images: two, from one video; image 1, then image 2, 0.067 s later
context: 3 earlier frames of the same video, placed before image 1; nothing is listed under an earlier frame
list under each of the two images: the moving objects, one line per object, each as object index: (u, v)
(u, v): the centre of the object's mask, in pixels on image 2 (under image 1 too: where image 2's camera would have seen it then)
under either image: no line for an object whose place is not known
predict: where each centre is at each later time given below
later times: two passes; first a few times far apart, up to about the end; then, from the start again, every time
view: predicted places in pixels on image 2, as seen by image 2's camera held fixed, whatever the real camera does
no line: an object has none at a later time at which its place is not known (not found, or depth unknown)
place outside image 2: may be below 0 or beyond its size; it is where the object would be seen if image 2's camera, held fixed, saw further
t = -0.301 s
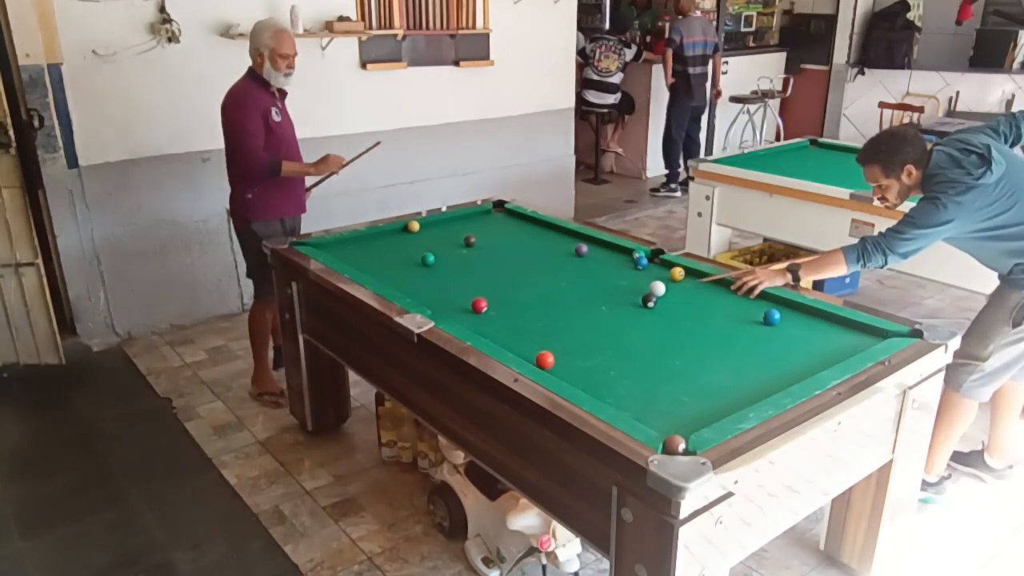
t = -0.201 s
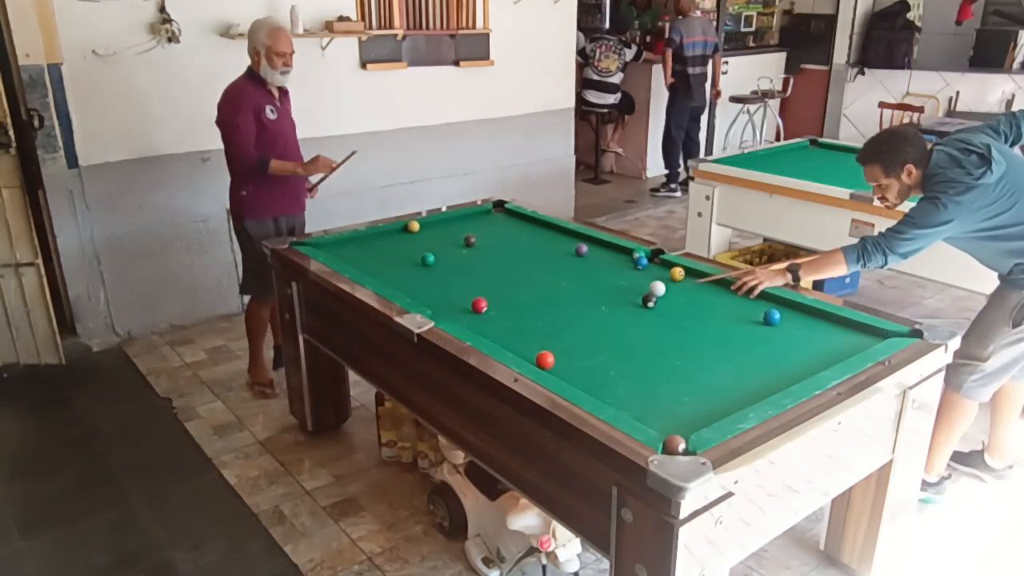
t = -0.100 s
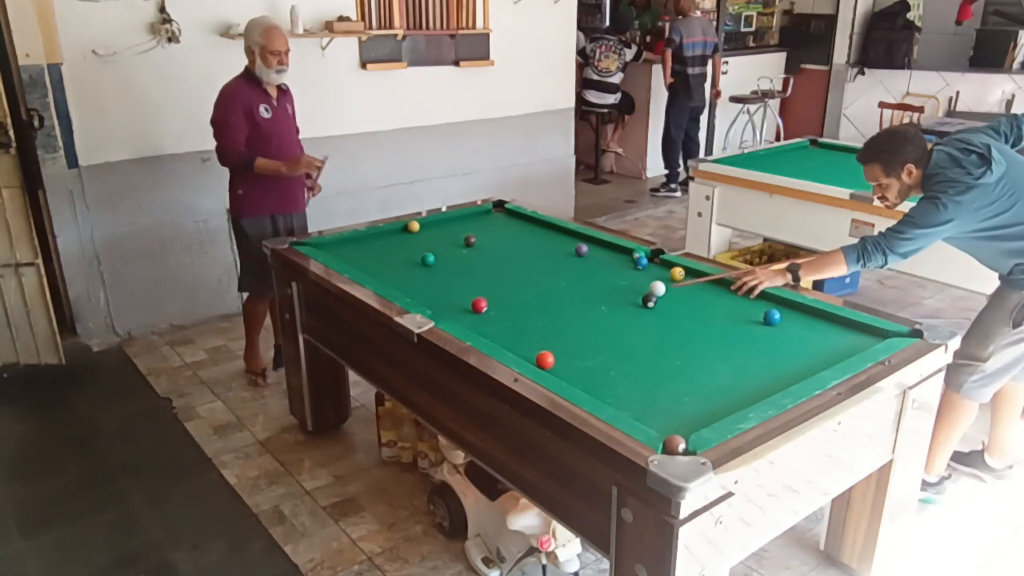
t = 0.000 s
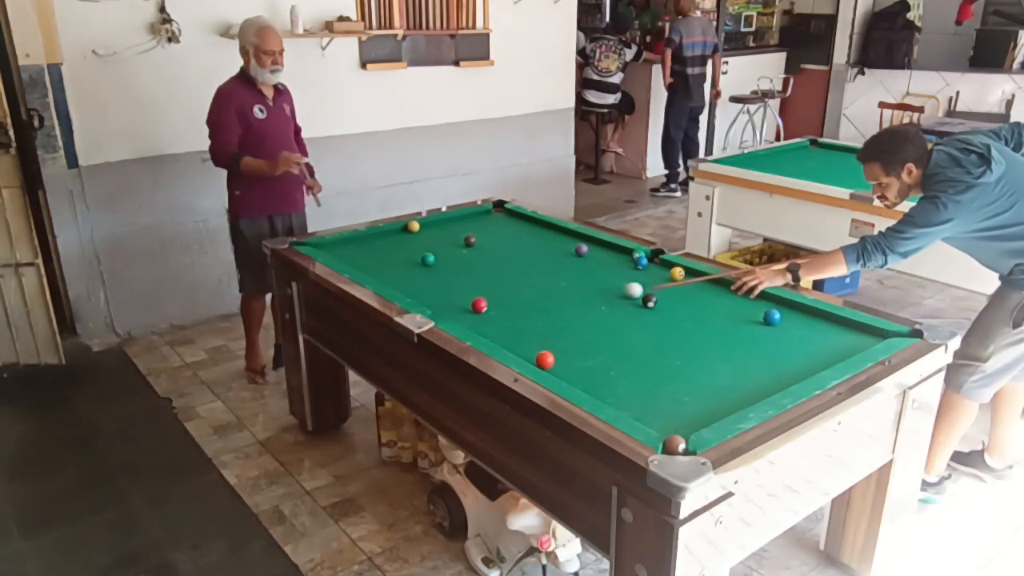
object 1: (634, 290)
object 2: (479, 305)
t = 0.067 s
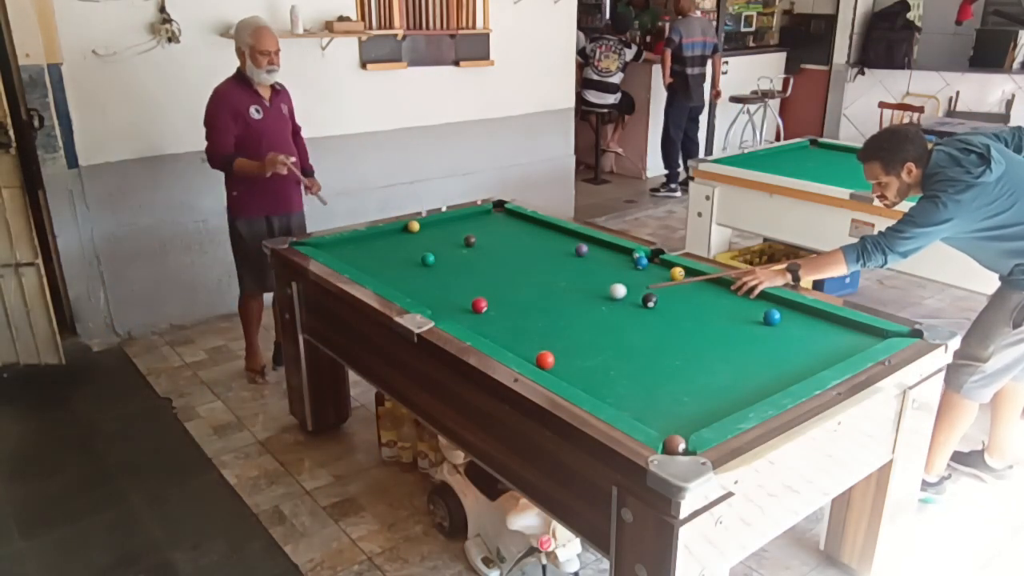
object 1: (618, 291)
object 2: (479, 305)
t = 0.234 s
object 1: (578, 294)
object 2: (479, 305)
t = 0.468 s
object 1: (524, 297)
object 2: (479, 305)
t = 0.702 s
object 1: (478, 297)
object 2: (471, 309)
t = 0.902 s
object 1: (448, 295)
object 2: (455, 314)
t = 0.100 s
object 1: (610, 292)
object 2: (479, 305)
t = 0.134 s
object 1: (602, 292)
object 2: (479, 305)
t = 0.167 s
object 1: (594, 293)
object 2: (479, 305)
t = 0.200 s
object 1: (586, 293)
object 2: (479, 305)
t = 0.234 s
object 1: (578, 294)
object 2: (479, 305)
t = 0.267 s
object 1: (571, 295)
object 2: (479, 305)
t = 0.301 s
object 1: (563, 295)
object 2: (479, 305)
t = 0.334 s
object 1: (555, 295)
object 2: (479, 305)
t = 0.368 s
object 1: (547, 296)
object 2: (479, 305)
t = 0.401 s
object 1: (540, 296)
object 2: (479, 305)
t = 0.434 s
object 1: (532, 297)
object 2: (479, 305)
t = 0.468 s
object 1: (524, 297)
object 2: (479, 305)
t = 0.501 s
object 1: (516, 298)
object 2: (479, 305)
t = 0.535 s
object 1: (508, 298)
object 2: (479, 305)
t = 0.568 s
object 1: (501, 299)
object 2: (479, 305)
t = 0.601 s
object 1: (494, 299)
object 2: (479, 305)
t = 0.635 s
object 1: (488, 299)
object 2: (477, 306)
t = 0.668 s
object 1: (483, 298)
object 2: (474, 308)
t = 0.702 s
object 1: (478, 297)
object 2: (471, 309)
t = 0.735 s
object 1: (473, 297)
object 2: (468, 310)
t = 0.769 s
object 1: (468, 296)
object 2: (465, 310)
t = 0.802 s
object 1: (462, 296)
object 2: (462, 312)
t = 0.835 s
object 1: (457, 296)
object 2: (460, 313)
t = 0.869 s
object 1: (452, 295)
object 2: (457, 314)
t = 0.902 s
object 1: (448, 295)
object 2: (455, 314)
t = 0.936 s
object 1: (444, 294)
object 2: (453, 315)
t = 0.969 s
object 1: (439, 294)
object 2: (450, 315)
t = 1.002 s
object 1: (434, 293)
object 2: (448, 315)
